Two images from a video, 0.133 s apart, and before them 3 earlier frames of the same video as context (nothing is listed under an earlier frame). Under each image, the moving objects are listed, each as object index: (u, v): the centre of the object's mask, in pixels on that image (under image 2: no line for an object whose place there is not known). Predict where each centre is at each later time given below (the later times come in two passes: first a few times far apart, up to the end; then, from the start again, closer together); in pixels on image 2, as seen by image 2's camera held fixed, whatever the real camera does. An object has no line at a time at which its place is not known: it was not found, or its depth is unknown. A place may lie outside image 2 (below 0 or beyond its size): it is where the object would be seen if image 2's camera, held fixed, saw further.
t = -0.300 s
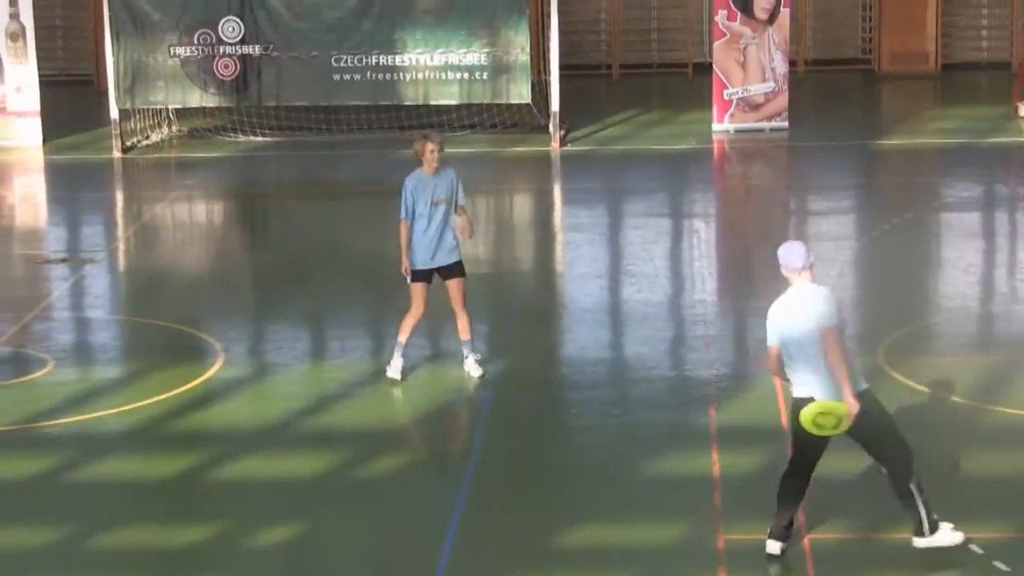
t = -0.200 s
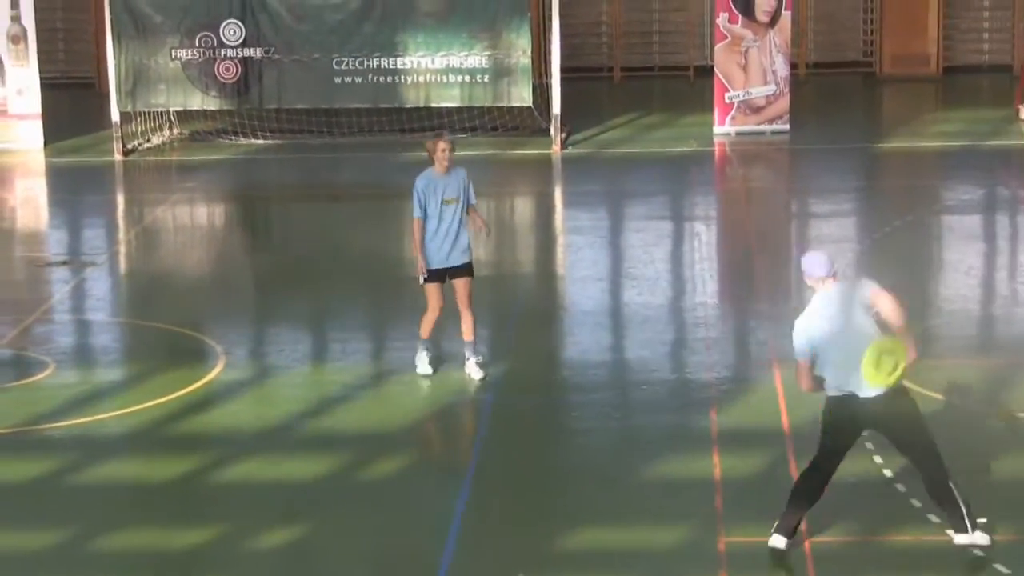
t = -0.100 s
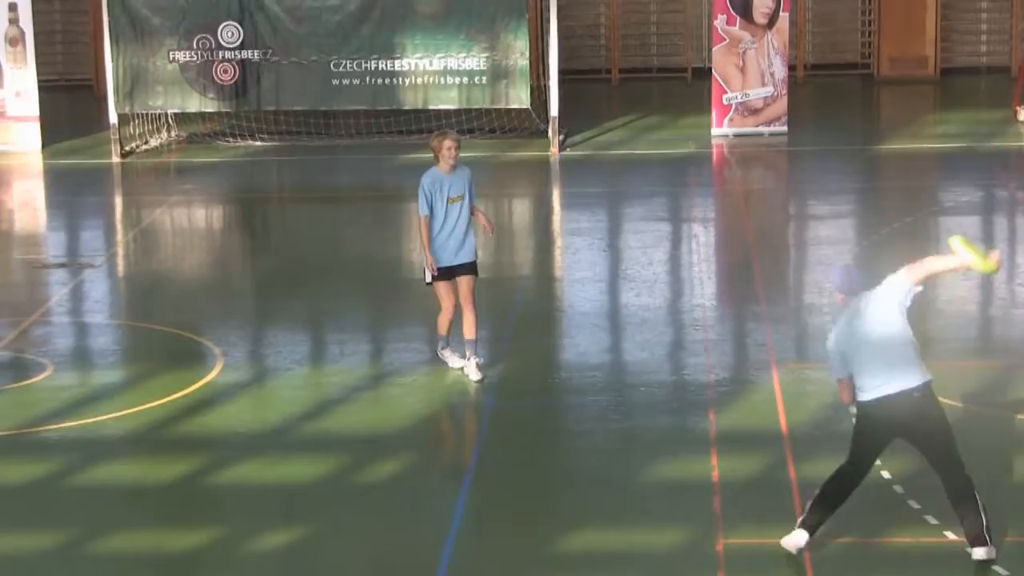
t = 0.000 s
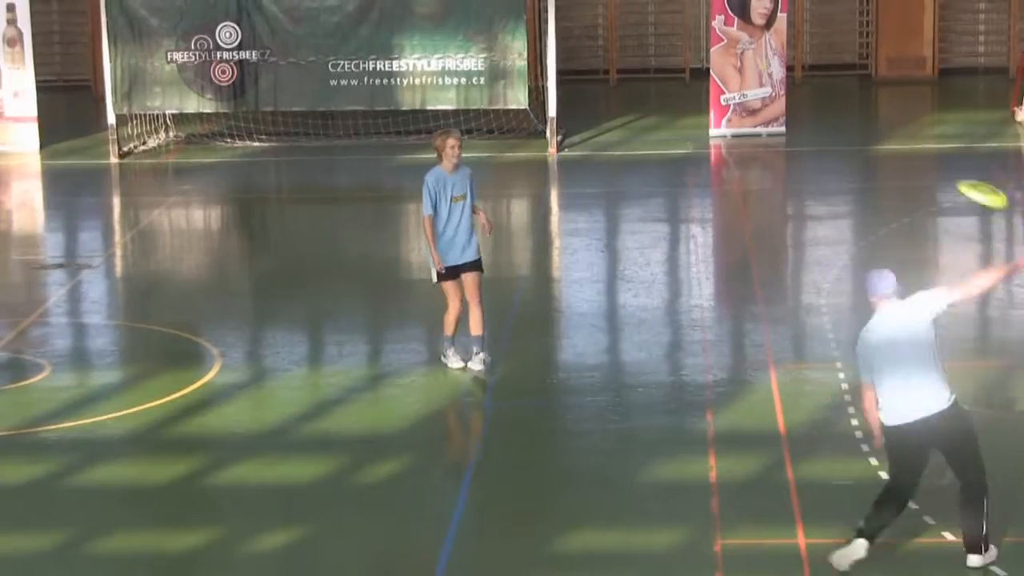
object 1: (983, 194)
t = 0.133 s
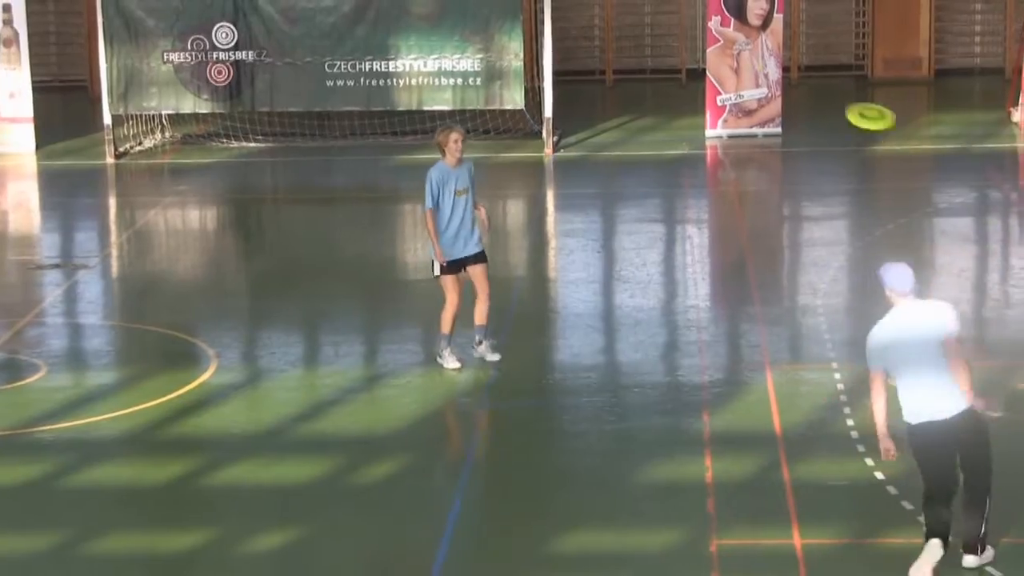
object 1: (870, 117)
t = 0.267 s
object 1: (781, 68)
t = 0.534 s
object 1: (635, 20)
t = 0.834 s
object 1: (519, 17)
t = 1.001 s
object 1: (468, 30)
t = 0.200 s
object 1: (823, 89)
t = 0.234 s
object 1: (802, 77)
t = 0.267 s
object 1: (781, 68)
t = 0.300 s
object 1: (759, 59)
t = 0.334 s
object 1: (739, 50)
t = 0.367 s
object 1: (718, 43)
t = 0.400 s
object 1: (701, 37)
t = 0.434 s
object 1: (684, 32)
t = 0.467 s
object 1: (667, 27)
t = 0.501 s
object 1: (651, 24)
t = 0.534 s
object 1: (635, 20)
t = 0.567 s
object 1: (620, 18)
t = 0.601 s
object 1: (606, 16)
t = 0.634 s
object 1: (592, 15)
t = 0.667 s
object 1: (579, 14)
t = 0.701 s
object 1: (566, 14)
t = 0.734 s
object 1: (554, 14)
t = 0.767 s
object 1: (541, 15)
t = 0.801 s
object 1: (530, 16)
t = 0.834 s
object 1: (519, 17)
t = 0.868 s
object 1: (508, 19)
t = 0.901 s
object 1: (497, 21)
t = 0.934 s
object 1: (488, 23)
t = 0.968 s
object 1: (478, 26)
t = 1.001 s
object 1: (468, 30)
